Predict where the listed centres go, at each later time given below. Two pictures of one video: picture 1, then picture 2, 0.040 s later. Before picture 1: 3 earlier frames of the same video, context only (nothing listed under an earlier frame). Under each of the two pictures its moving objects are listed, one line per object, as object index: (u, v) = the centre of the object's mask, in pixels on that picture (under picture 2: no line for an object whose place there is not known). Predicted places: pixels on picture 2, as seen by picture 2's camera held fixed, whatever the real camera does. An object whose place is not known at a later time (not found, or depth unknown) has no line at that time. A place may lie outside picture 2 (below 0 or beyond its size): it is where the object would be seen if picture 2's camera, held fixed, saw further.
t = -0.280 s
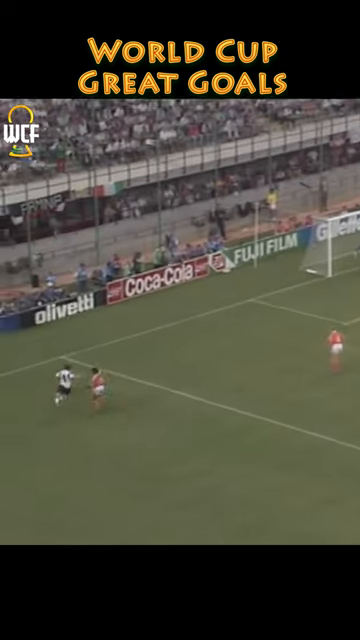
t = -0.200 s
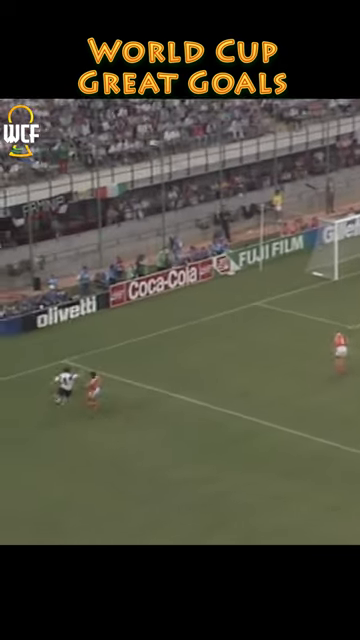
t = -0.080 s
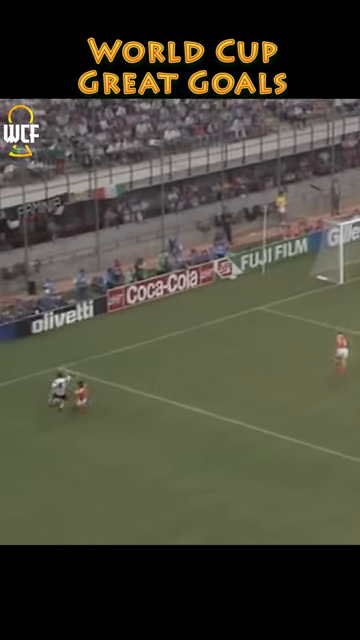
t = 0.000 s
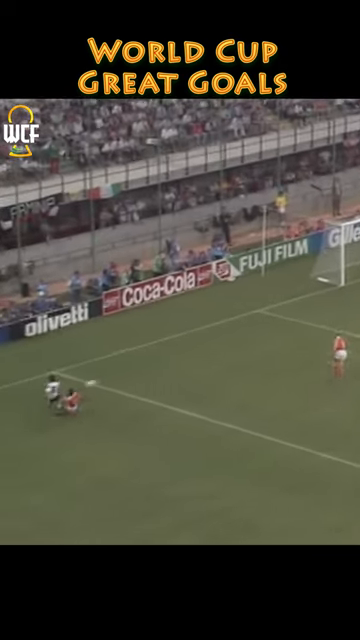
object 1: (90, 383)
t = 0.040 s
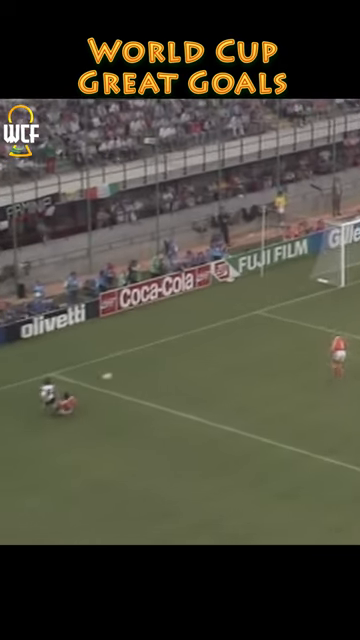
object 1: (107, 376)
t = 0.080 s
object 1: (126, 367)
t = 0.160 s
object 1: (164, 351)
